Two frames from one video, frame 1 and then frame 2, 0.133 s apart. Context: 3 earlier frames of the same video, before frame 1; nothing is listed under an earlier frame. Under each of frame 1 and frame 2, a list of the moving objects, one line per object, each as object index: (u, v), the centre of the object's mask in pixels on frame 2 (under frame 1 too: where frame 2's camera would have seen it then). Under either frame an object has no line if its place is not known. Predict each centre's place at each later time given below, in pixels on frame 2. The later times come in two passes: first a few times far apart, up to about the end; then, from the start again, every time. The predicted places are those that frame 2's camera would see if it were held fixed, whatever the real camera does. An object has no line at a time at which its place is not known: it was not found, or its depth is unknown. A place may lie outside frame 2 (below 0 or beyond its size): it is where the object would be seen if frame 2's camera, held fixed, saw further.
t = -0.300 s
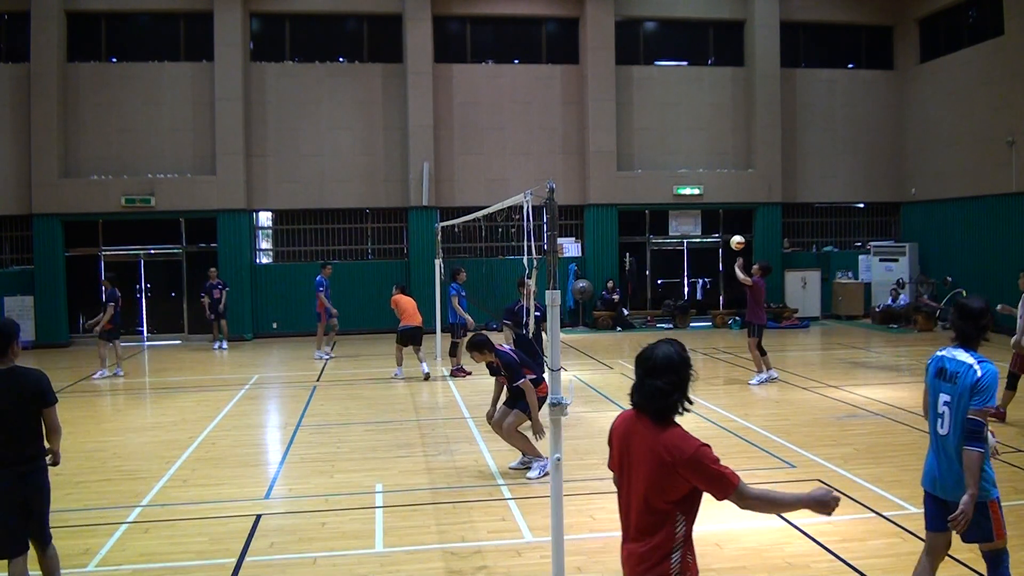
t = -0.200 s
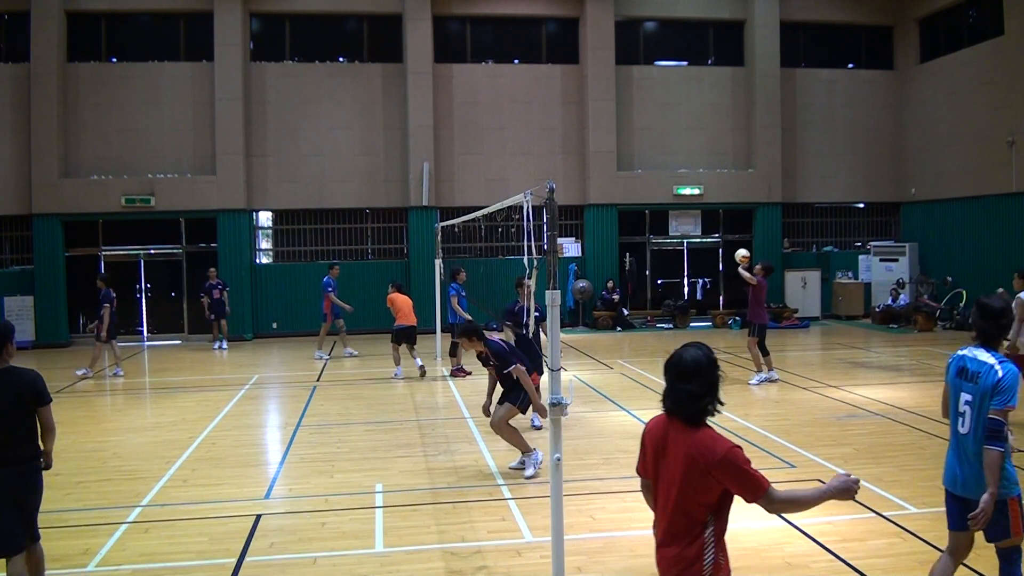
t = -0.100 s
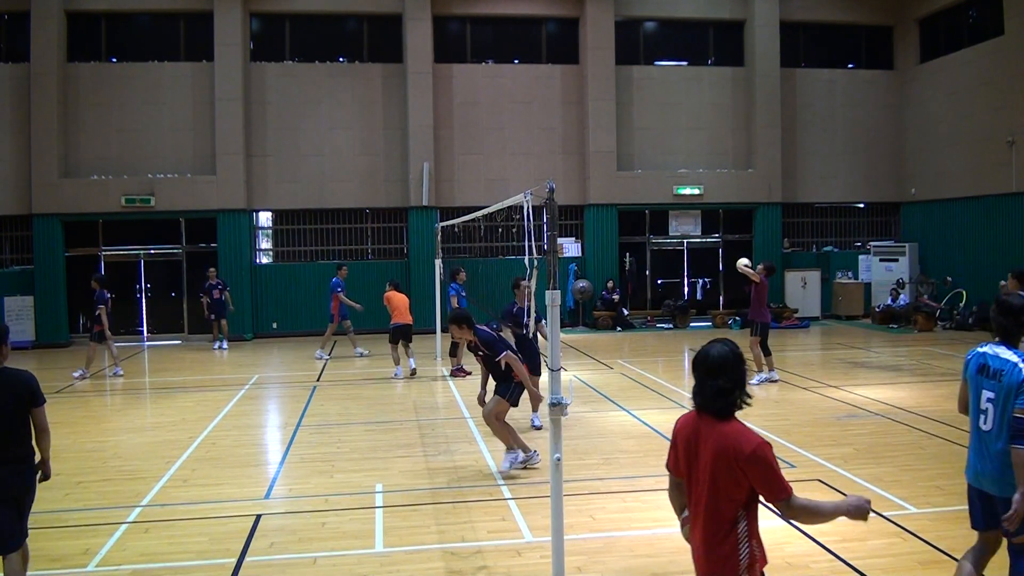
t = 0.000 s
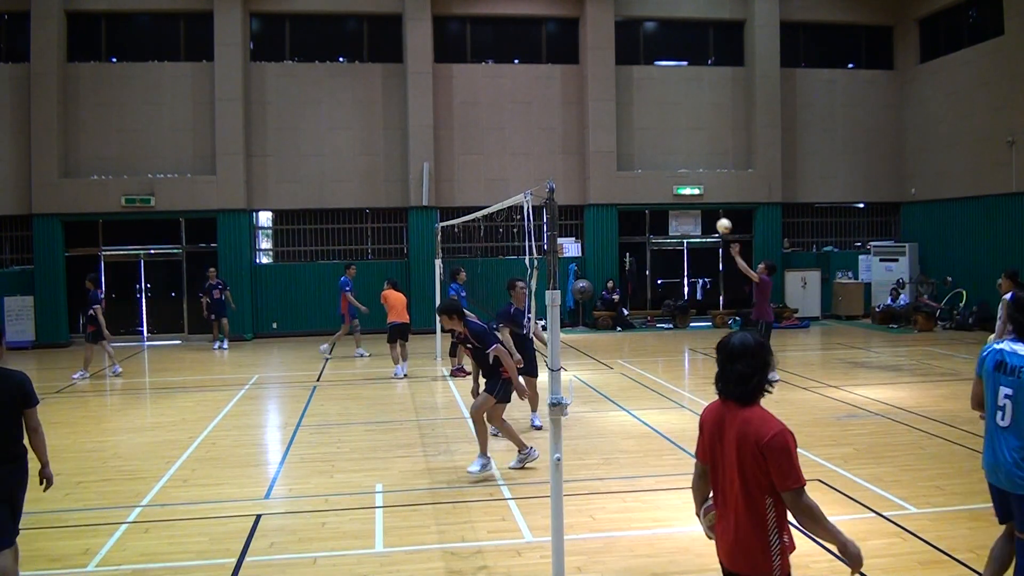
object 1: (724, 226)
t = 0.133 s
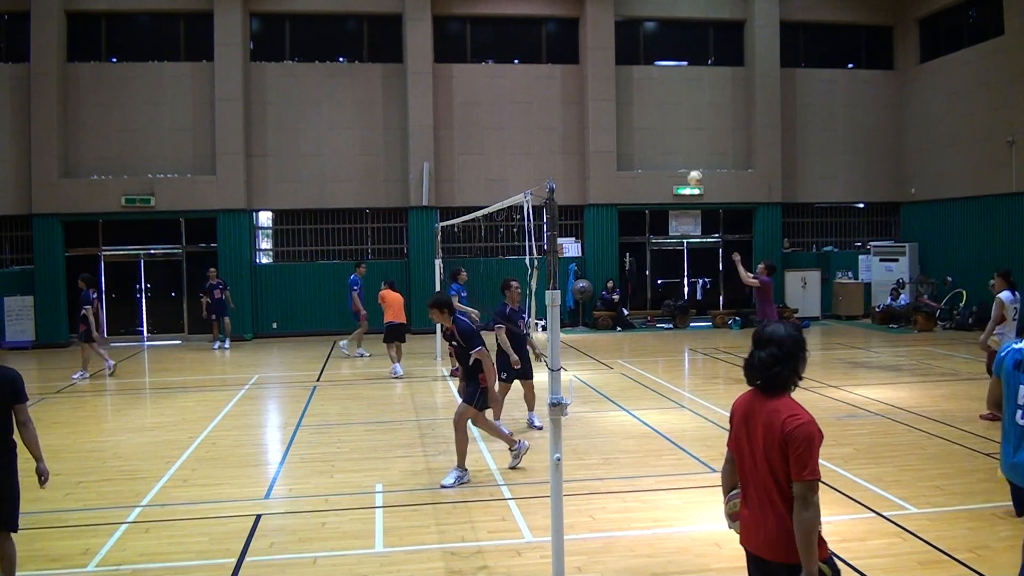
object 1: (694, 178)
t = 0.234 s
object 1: (673, 151)
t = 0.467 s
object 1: (624, 116)
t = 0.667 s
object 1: (585, 116)
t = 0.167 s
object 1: (687, 168)
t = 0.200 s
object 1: (680, 159)
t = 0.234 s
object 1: (673, 151)
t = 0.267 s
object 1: (666, 143)
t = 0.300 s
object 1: (659, 137)
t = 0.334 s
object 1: (652, 131)
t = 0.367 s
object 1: (645, 126)
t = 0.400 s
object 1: (638, 122)
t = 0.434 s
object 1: (631, 119)
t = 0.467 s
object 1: (624, 116)
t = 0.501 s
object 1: (618, 114)
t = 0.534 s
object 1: (611, 113)
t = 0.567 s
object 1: (604, 113)
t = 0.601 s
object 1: (598, 113)
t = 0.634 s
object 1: (591, 114)
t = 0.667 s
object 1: (585, 116)
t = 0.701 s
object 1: (579, 119)
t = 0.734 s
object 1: (572, 123)
